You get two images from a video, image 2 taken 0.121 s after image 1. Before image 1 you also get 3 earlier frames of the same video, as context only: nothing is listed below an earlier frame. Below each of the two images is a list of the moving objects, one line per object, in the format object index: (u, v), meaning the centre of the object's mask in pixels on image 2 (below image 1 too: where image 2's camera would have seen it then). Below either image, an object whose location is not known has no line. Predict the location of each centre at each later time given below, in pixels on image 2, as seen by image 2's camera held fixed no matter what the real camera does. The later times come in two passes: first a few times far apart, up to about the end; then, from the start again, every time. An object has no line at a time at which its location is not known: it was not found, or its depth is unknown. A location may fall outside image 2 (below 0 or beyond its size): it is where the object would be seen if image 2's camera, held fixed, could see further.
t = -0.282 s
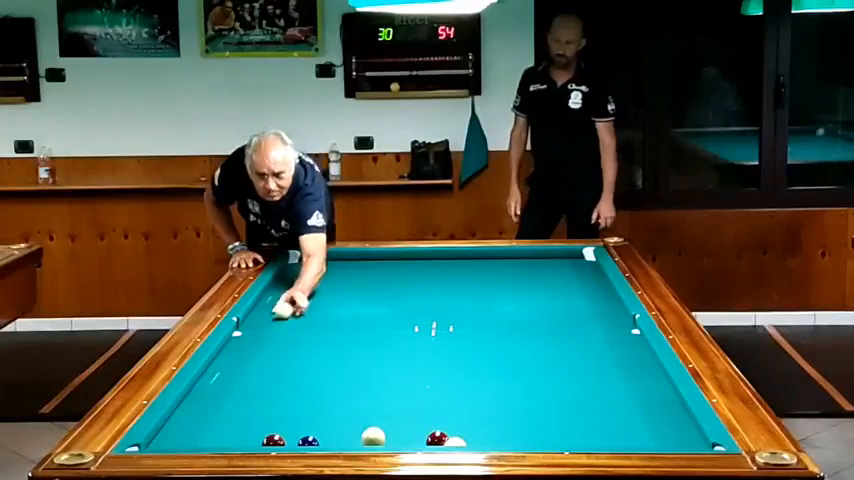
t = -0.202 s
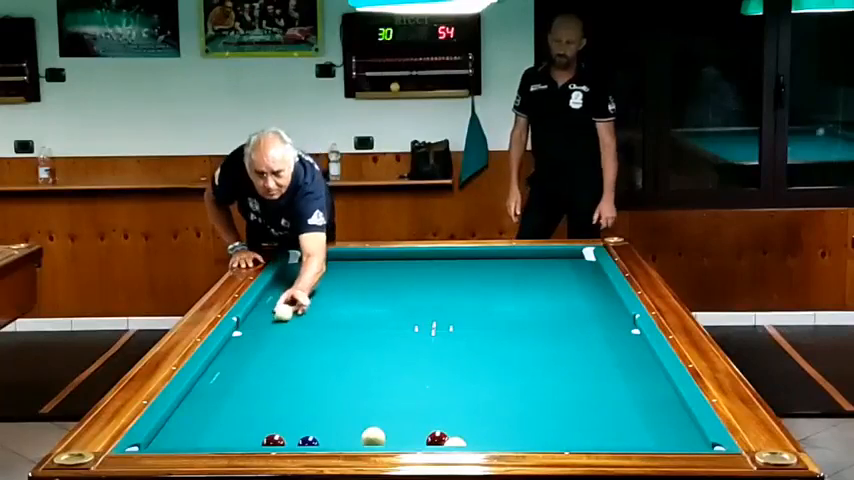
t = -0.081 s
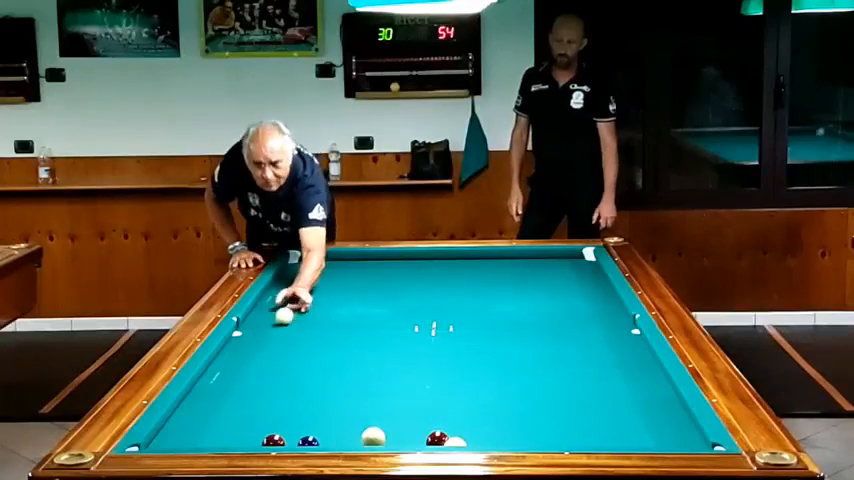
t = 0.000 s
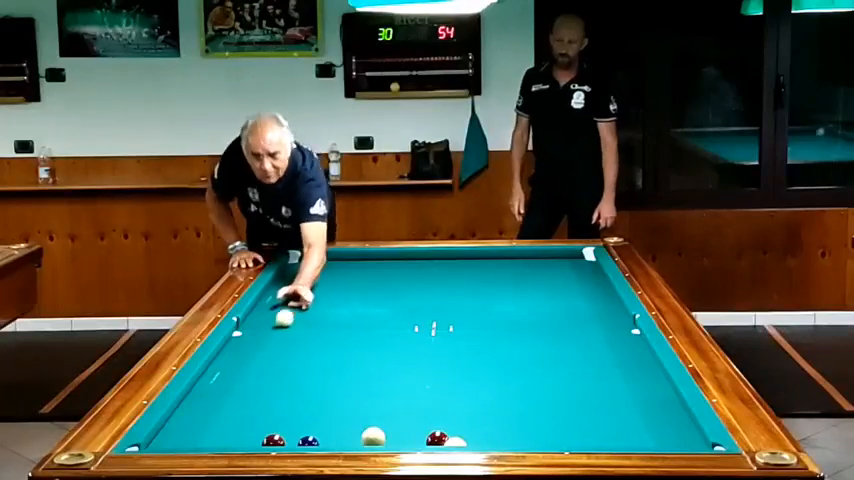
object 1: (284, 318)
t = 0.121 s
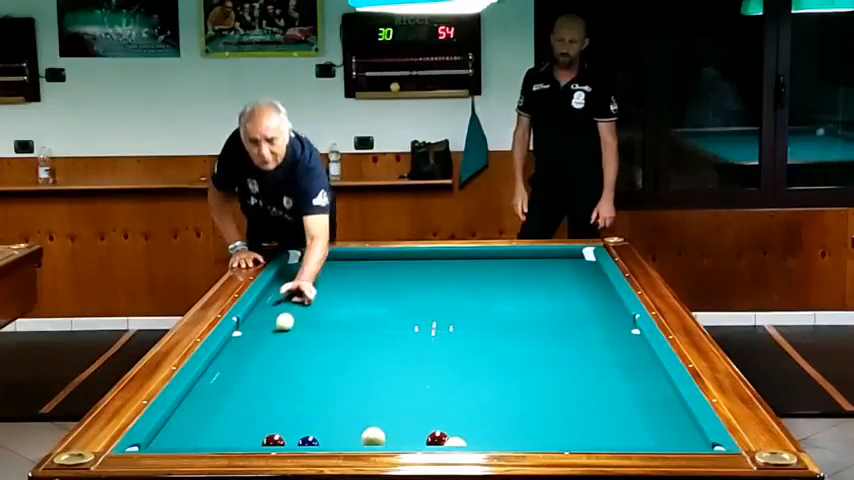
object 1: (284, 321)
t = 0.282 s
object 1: (285, 326)
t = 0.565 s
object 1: (286, 334)
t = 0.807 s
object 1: (286, 341)
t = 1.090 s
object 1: (288, 350)
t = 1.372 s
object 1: (289, 360)
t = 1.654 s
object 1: (290, 369)
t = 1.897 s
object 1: (291, 377)
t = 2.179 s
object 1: (292, 387)
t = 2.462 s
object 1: (293, 398)
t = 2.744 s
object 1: (295, 408)
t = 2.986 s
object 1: (296, 417)
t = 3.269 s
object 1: (297, 427)
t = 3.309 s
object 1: (297, 428)
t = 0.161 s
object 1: (284, 322)
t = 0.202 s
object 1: (284, 324)
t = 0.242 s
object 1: (285, 324)
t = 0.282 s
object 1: (285, 326)
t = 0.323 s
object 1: (285, 327)
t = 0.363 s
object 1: (285, 328)
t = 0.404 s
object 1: (285, 329)
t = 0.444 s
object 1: (285, 331)
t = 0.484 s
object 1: (285, 332)
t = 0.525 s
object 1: (285, 333)
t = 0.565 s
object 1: (286, 334)
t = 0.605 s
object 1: (286, 335)
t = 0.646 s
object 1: (286, 337)
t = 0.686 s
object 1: (286, 338)
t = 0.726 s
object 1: (286, 339)
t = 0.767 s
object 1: (286, 340)
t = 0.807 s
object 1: (286, 341)
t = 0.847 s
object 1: (287, 343)
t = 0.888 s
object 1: (287, 344)
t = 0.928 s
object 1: (287, 345)
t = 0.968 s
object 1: (287, 346)
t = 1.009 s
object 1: (287, 348)
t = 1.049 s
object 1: (288, 349)
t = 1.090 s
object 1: (288, 350)
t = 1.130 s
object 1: (288, 352)
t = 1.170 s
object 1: (288, 353)
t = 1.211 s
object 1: (288, 354)
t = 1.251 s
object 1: (288, 356)
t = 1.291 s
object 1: (288, 357)
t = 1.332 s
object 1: (288, 359)
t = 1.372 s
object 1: (289, 360)
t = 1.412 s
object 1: (289, 361)
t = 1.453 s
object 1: (289, 362)
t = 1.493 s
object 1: (289, 364)
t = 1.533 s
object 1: (290, 365)
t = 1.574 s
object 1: (290, 366)
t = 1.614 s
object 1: (290, 368)
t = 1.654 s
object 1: (290, 369)
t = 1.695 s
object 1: (290, 370)
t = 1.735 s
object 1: (290, 372)
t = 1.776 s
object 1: (291, 373)
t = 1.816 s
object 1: (291, 374)
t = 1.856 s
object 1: (291, 376)
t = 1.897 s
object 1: (291, 377)
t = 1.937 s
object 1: (291, 379)
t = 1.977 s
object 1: (291, 380)
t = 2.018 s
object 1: (292, 382)
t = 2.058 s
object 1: (292, 383)
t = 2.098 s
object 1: (292, 385)
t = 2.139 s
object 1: (292, 386)
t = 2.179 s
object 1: (292, 387)
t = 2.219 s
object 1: (292, 388)
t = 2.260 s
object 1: (293, 390)
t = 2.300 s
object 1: (293, 392)
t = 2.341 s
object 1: (293, 393)
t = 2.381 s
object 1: (293, 394)
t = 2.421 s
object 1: (293, 396)
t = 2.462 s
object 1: (293, 398)
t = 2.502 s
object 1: (294, 399)
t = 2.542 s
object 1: (294, 400)
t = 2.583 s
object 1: (294, 402)
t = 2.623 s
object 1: (294, 403)
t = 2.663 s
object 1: (294, 405)
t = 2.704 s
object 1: (294, 406)
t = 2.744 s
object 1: (295, 408)
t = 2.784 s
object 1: (295, 409)
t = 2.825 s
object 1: (295, 411)
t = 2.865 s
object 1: (295, 412)
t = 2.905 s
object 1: (295, 414)
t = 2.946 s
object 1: (296, 416)
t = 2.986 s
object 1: (296, 417)
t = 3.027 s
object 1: (296, 419)
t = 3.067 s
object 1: (296, 420)
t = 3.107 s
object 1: (297, 421)
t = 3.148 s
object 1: (297, 423)
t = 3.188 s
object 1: (297, 424)
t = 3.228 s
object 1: (297, 426)
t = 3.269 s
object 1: (297, 427)
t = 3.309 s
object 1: (297, 428)
